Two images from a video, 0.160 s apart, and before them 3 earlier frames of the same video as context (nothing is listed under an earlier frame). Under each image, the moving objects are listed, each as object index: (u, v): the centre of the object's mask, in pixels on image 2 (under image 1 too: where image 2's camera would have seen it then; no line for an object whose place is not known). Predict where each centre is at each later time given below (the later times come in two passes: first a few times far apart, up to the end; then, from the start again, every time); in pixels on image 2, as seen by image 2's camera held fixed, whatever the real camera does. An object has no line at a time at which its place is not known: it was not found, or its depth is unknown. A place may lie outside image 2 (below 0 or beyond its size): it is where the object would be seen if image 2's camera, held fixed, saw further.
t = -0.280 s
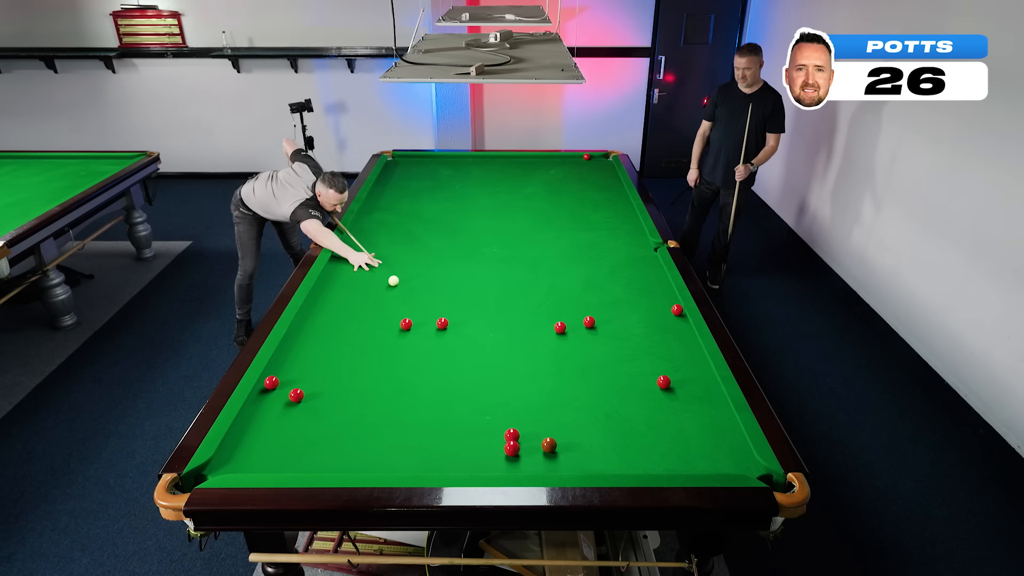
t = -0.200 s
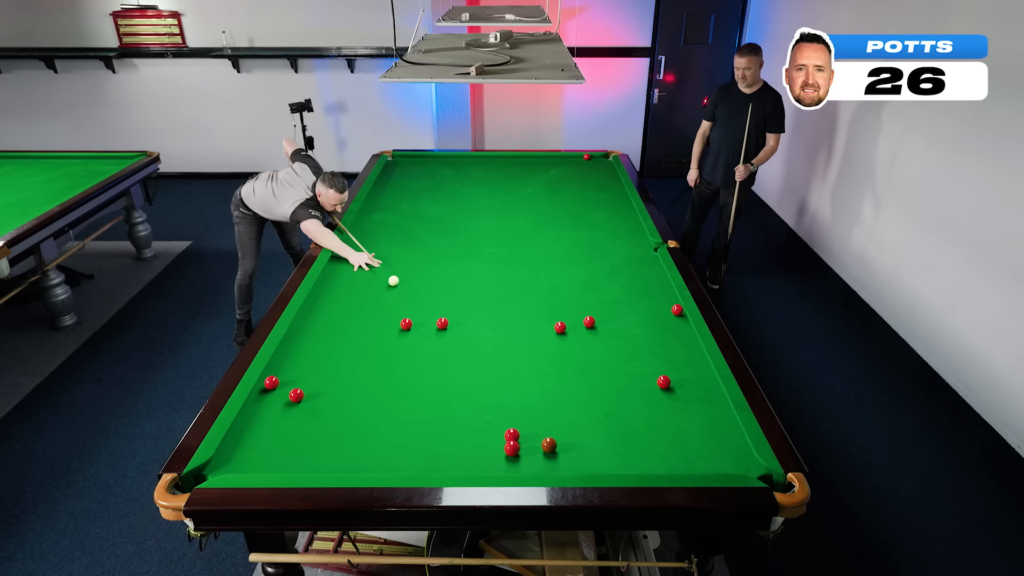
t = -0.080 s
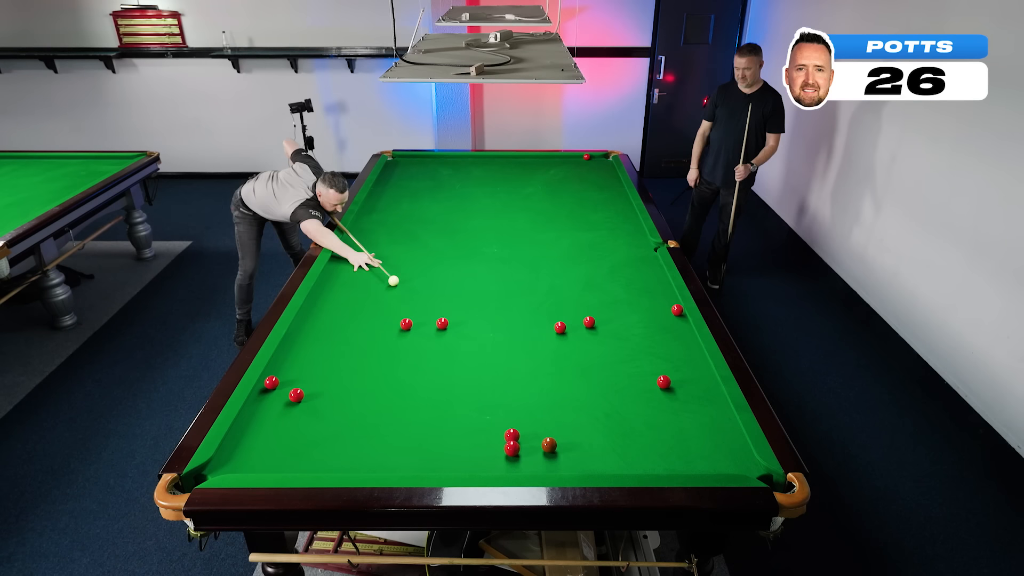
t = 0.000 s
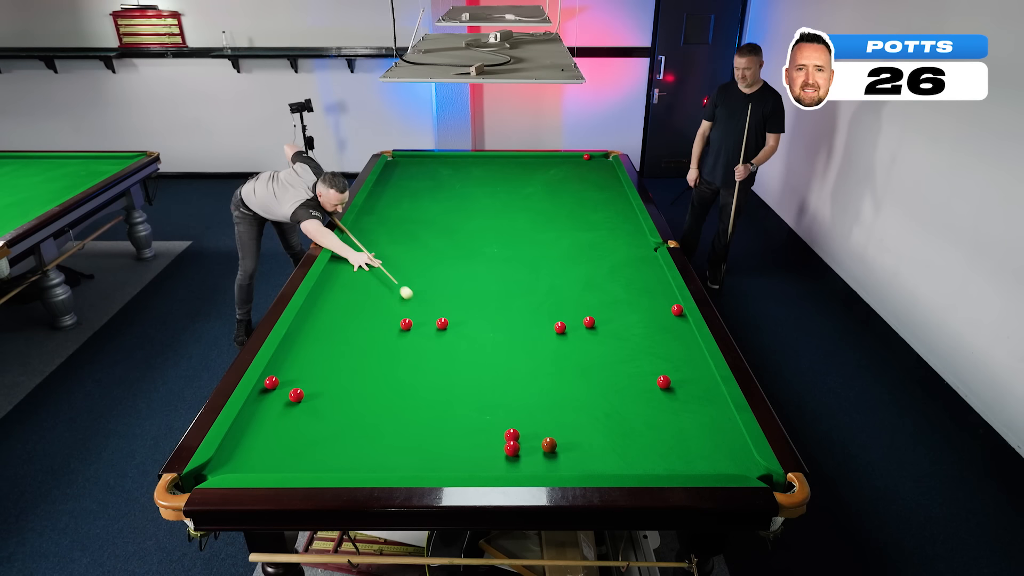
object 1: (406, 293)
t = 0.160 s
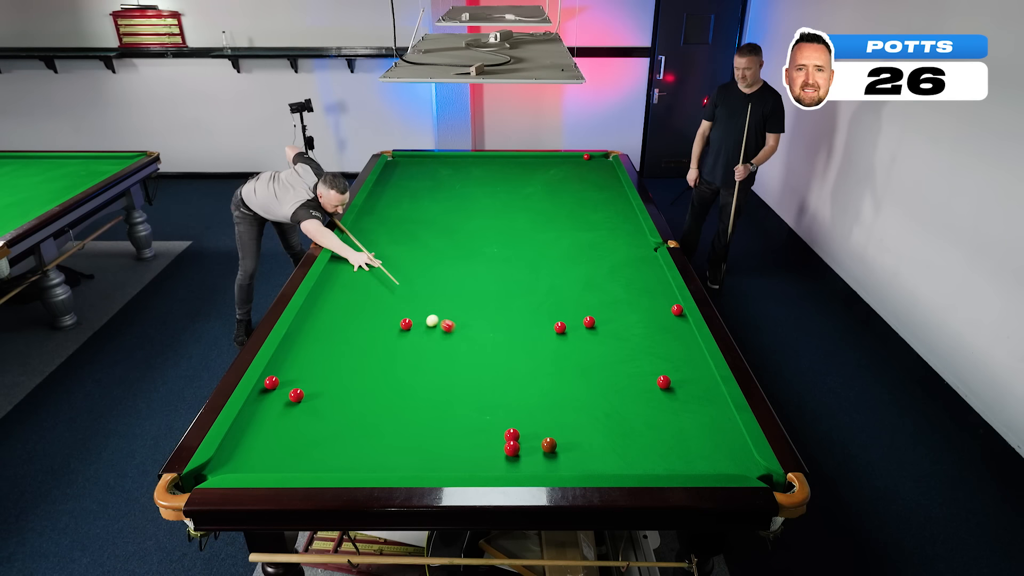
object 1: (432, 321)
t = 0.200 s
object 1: (429, 323)
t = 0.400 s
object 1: (420, 340)
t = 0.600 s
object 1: (416, 361)
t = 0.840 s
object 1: (410, 387)
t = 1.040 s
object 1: (405, 412)
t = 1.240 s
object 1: (399, 438)
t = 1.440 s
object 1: (393, 466)
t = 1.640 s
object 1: (396, 454)
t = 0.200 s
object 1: (429, 323)
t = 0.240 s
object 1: (426, 326)
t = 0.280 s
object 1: (424, 329)
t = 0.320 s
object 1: (422, 333)
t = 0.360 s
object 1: (421, 336)
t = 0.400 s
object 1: (420, 340)
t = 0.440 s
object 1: (420, 344)
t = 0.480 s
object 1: (419, 348)
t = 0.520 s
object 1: (418, 352)
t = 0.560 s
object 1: (417, 357)
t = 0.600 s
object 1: (416, 361)
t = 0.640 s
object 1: (415, 365)
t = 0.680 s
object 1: (414, 369)
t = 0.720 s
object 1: (413, 374)
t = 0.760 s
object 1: (412, 378)
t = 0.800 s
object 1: (411, 383)
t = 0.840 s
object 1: (410, 387)
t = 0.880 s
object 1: (409, 392)
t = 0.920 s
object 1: (408, 397)
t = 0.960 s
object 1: (407, 402)
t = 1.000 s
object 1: (406, 407)
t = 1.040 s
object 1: (405, 412)
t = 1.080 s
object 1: (404, 417)
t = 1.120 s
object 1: (403, 422)
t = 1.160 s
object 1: (402, 427)
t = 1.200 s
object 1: (401, 433)
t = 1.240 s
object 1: (399, 438)
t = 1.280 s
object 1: (398, 443)
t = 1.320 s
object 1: (397, 449)
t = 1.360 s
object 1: (396, 455)
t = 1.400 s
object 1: (395, 461)
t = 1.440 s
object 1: (393, 466)
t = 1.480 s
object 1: (393, 468)
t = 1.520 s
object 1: (394, 465)
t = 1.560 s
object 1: (395, 461)
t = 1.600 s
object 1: (396, 458)
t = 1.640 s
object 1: (396, 454)
